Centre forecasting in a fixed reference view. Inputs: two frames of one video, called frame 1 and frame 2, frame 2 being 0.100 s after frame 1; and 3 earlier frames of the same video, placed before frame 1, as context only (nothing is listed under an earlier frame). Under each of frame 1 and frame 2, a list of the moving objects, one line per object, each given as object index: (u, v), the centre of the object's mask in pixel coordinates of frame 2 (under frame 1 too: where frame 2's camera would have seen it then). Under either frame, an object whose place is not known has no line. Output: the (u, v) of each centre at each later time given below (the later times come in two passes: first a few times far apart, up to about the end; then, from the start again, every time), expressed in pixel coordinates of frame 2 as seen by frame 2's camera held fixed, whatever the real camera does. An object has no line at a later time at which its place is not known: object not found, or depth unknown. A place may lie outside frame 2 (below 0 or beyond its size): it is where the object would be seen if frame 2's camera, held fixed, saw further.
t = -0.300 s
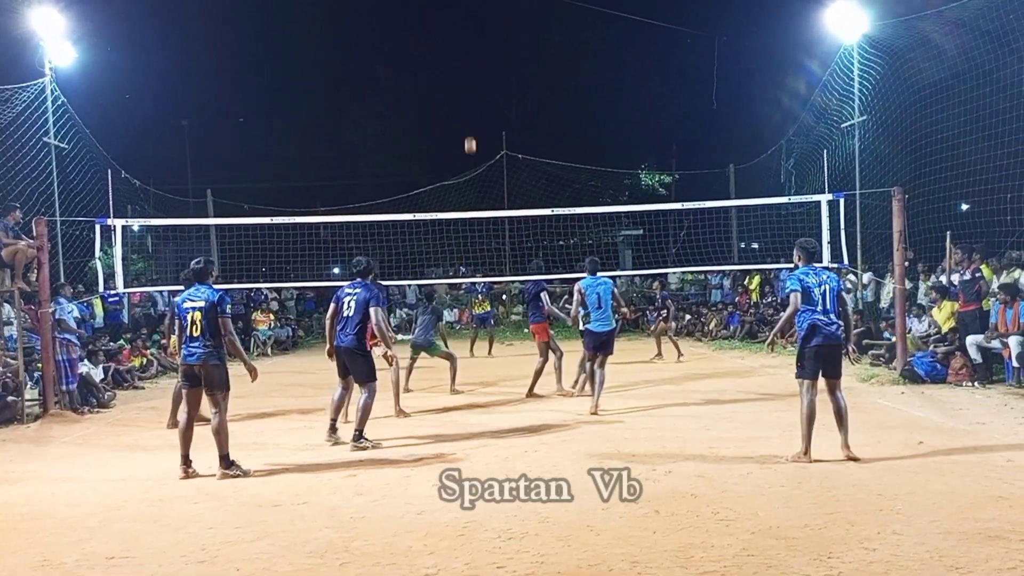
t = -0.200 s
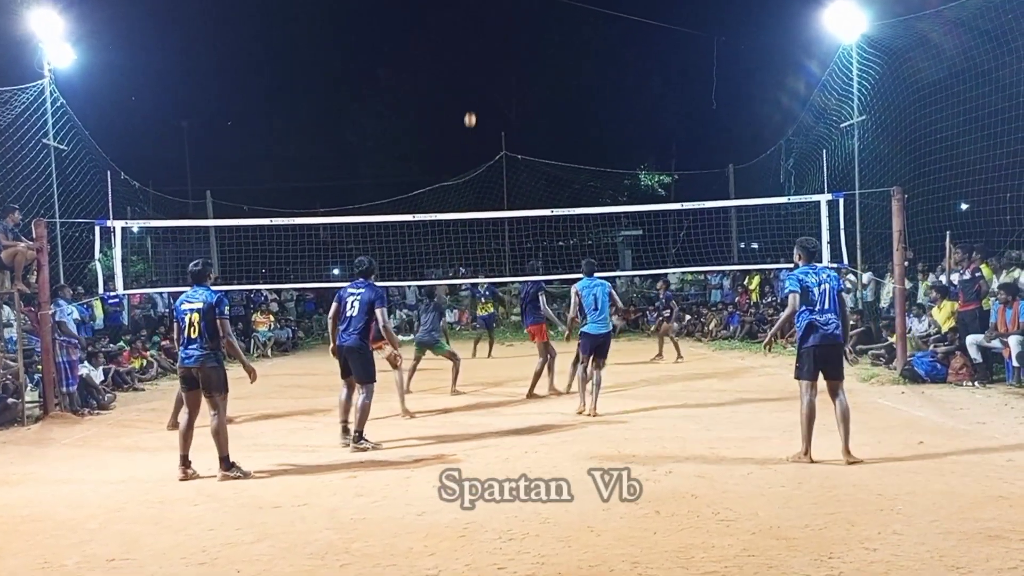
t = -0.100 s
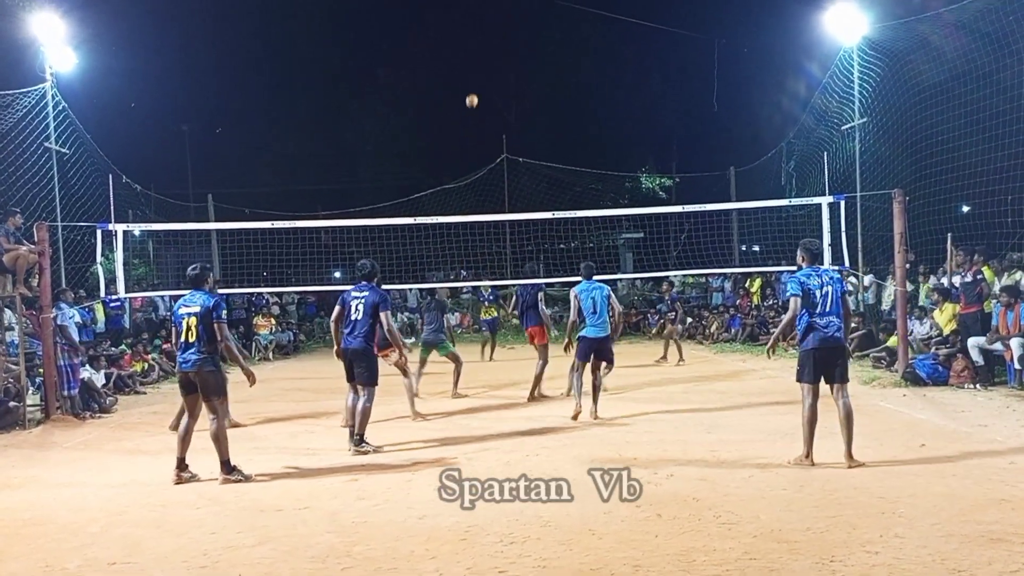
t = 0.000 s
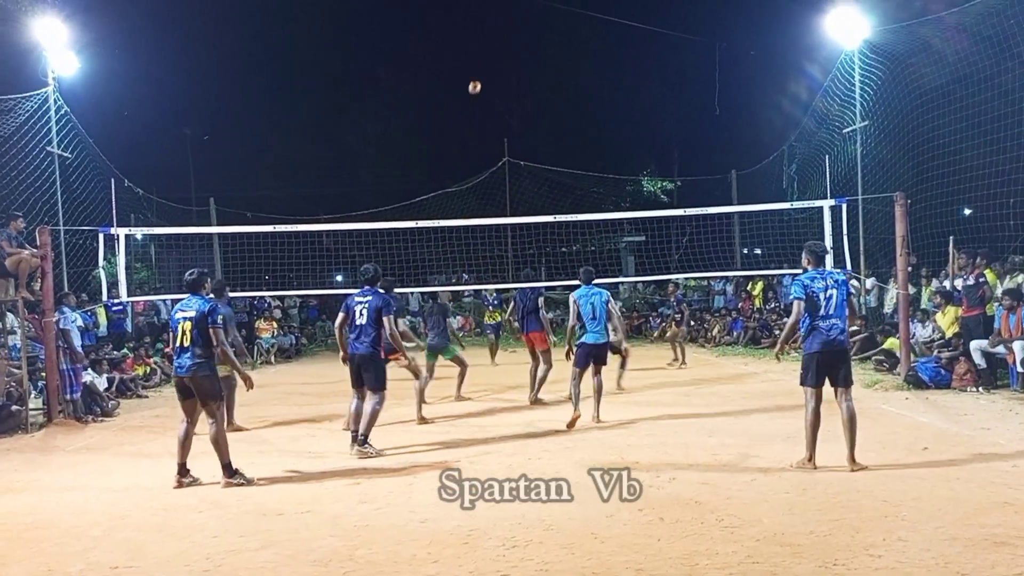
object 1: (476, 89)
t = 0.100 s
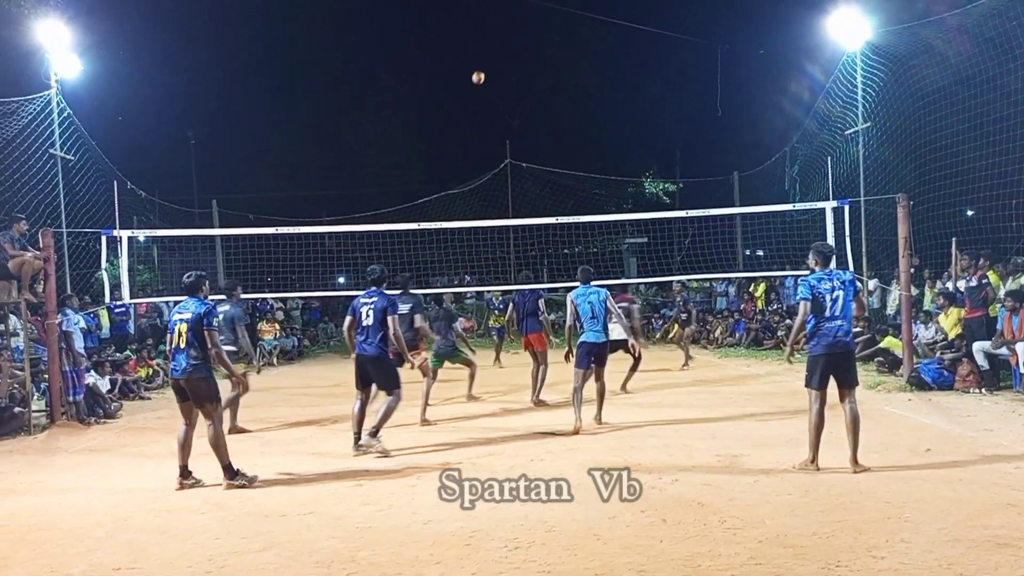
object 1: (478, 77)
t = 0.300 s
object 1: (483, 70)
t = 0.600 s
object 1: (492, 103)
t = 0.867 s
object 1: (501, 180)
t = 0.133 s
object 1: (479, 74)
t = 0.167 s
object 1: (480, 72)
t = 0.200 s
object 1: (480, 71)
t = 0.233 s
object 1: (481, 70)
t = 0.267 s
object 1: (482, 70)
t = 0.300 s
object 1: (483, 70)
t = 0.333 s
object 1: (484, 71)
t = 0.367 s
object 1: (485, 73)
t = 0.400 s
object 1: (485, 75)
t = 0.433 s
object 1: (486, 78)
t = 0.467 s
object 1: (487, 82)
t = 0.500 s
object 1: (489, 86)
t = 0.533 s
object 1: (490, 91)
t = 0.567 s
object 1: (491, 97)
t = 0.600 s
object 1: (492, 103)
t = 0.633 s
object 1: (493, 110)
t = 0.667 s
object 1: (494, 118)
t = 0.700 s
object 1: (495, 127)
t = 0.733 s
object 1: (497, 136)
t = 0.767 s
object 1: (498, 146)
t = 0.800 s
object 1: (499, 156)
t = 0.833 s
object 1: (500, 168)
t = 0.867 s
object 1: (501, 180)
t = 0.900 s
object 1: (502, 193)
